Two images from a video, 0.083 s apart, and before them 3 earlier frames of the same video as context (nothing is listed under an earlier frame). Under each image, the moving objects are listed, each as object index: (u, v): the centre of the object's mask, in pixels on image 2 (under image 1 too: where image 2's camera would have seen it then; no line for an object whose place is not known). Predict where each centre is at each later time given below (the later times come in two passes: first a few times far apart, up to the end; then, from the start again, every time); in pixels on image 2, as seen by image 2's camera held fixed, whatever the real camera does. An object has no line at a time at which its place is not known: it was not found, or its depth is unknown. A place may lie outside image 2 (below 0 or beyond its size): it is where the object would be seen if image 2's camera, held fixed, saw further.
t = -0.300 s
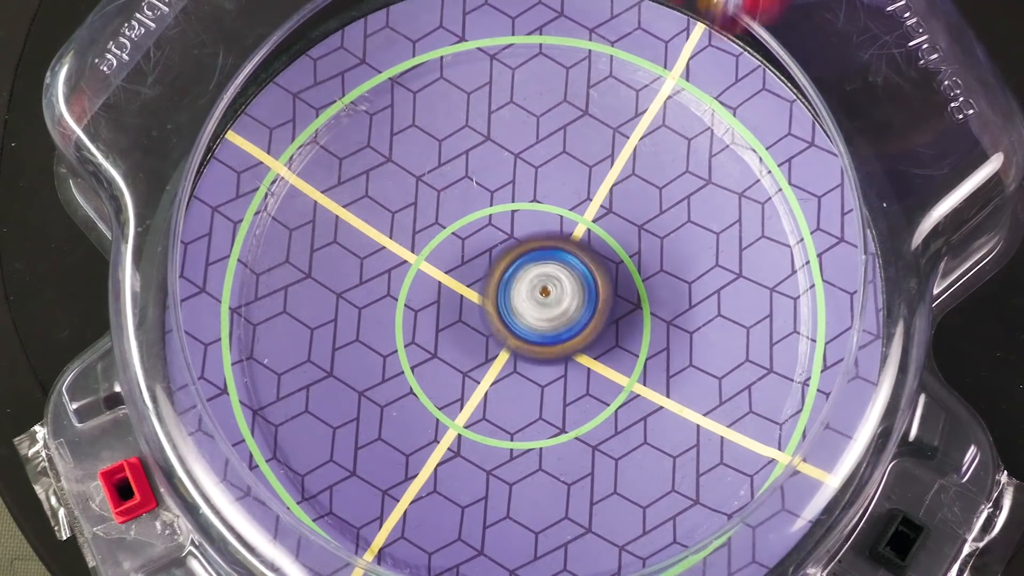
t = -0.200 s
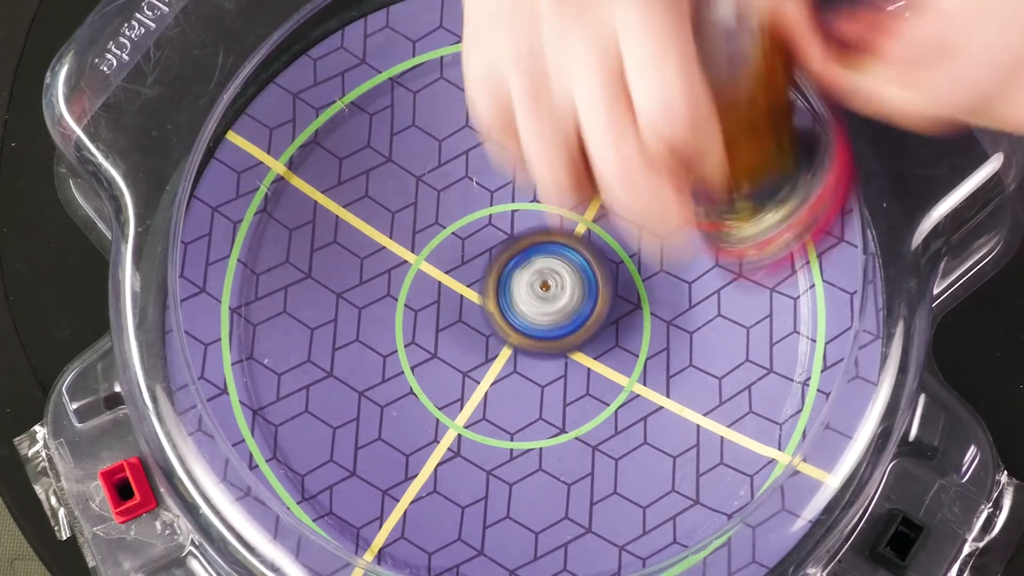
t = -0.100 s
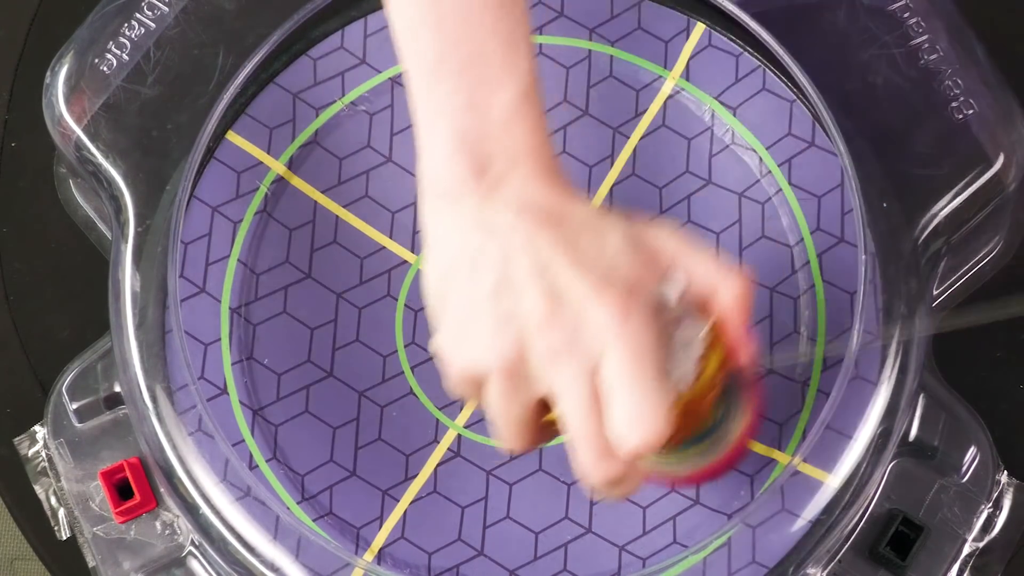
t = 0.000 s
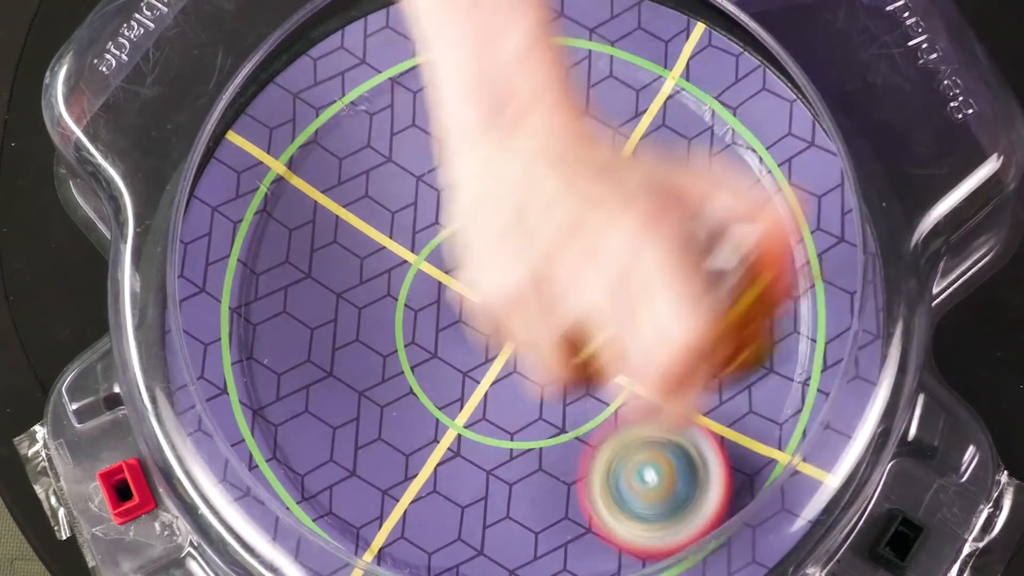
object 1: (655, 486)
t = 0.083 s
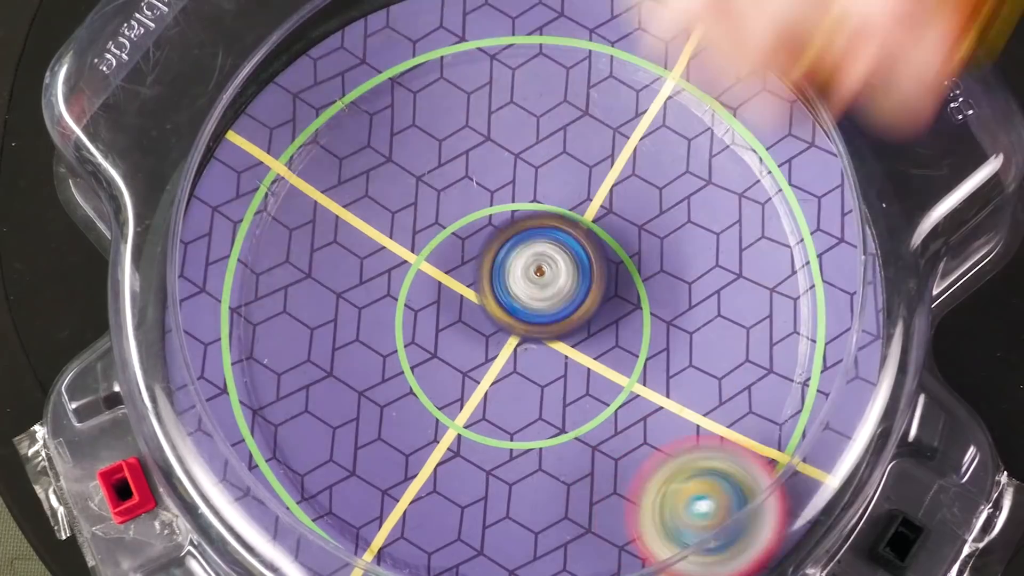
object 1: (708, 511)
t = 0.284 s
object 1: (766, 488)
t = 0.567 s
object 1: (644, 480)
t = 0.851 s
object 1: (673, 543)
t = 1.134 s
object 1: (622, 527)
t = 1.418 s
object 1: (410, 327)
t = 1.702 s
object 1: (431, 546)
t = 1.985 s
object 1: (667, 296)
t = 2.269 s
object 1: (350, 320)
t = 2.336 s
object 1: (355, 429)
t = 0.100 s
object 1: (721, 511)
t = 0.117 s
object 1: (736, 512)
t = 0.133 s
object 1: (749, 514)
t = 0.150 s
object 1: (757, 513)
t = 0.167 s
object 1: (760, 510)
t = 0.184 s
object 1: (764, 507)
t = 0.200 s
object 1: (766, 504)
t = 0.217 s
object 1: (767, 501)
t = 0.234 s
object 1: (768, 498)
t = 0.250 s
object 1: (768, 494)
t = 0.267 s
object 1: (767, 491)
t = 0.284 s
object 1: (766, 488)
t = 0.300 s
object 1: (761, 484)
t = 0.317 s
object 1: (756, 479)
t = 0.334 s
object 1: (752, 475)
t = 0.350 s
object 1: (746, 471)
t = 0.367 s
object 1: (739, 466)
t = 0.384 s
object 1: (731, 456)
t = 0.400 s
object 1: (725, 442)
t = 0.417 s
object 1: (720, 427)
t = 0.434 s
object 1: (711, 409)
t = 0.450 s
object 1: (697, 393)
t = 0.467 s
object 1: (680, 378)
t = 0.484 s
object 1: (661, 364)
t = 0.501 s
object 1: (637, 354)
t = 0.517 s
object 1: (635, 379)
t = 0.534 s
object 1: (637, 413)
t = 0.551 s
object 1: (639, 446)
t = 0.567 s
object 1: (644, 480)
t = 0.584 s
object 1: (652, 504)
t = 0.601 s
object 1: (662, 521)
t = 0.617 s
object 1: (674, 524)
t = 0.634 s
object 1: (686, 529)
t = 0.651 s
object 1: (697, 533)
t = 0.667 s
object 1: (706, 536)
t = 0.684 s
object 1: (709, 536)
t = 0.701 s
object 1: (707, 535)
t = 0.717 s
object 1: (704, 533)
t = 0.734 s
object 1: (701, 534)
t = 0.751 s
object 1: (698, 535)
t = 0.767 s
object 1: (696, 537)
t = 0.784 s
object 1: (692, 540)
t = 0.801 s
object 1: (687, 541)
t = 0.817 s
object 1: (683, 542)
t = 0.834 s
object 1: (678, 543)
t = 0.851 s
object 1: (673, 543)
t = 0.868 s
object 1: (670, 545)
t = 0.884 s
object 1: (666, 545)
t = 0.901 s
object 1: (663, 546)
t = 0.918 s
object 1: (660, 547)
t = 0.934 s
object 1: (657, 547)
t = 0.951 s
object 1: (654, 547)
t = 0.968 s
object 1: (651, 547)
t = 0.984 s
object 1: (648, 546)
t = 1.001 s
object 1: (644, 546)
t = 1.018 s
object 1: (639, 544)
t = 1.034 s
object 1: (634, 542)
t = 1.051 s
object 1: (628, 540)
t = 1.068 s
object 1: (624, 538)
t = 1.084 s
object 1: (619, 535)
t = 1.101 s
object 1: (616, 530)
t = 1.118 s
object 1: (616, 527)
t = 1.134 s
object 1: (622, 527)
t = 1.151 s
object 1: (631, 526)
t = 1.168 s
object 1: (641, 522)
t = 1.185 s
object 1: (651, 515)
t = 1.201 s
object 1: (656, 499)
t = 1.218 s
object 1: (661, 484)
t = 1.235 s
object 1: (661, 462)
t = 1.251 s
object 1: (655, 440)
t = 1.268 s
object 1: (647, 420)
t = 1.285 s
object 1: (631, 397)
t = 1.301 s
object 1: (615, 377)
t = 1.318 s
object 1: (594, 360)
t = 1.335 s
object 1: (569, 345)
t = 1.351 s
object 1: (540, 334)
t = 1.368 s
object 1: (509, 326)
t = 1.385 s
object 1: (476, 323)
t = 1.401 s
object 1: (442, 321)
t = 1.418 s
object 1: (410, 327)
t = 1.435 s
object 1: (378, 333)
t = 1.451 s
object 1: (346, 346)
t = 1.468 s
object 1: (316, 361)
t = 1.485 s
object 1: (289, 382)
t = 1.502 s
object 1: (266, 406)
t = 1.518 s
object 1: (263, 430)
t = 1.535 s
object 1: (265, 450)
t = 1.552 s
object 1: (272, 472)
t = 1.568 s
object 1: (288, 490)
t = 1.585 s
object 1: (308, 506)
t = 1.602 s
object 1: (321, 516)
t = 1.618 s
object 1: (334, 527)
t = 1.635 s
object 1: (347, 534)
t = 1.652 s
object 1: (361, 540)
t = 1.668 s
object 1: (380, 546)
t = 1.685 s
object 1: (403, 548)
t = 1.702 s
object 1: (431, 546)
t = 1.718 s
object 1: (455, 545)
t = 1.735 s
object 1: (476, 540)
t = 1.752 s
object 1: (502, 536)
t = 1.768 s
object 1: (528, 530)
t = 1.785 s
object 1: (554, 519)
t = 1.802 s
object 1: (578, 499)
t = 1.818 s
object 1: (595, 471)
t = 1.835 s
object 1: (607, 442)
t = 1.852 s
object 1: (617, 409)
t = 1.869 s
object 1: (620, 369)
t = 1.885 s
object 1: (625, 349)
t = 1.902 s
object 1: (643, 348)
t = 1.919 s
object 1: (655, 342)
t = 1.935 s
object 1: (663, 334)
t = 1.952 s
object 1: (668, 324)
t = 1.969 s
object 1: (669, 310)
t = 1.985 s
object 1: (667, 296)
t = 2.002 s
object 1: (661, 277)
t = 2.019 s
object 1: (650, 258)
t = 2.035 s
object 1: (635, 238)
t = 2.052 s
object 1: (616, 219)
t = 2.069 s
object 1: (592, 200)
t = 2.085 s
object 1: (565, 184)
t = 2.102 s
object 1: (533, 171)
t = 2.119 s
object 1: (505, 165)
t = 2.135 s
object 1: (487, 173)
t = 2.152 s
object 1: (473, 185)
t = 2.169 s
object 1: (457, 200)
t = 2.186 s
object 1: (439, 214)
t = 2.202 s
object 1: (417, 231)
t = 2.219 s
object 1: (397, 248)
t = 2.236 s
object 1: (377, 269)
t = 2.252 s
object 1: (361, 295)
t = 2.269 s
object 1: (350, 320)
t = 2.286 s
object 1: (344, 348)
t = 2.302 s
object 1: (343, 374)
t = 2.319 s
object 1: (347, 402)
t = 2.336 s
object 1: (355, 429)
